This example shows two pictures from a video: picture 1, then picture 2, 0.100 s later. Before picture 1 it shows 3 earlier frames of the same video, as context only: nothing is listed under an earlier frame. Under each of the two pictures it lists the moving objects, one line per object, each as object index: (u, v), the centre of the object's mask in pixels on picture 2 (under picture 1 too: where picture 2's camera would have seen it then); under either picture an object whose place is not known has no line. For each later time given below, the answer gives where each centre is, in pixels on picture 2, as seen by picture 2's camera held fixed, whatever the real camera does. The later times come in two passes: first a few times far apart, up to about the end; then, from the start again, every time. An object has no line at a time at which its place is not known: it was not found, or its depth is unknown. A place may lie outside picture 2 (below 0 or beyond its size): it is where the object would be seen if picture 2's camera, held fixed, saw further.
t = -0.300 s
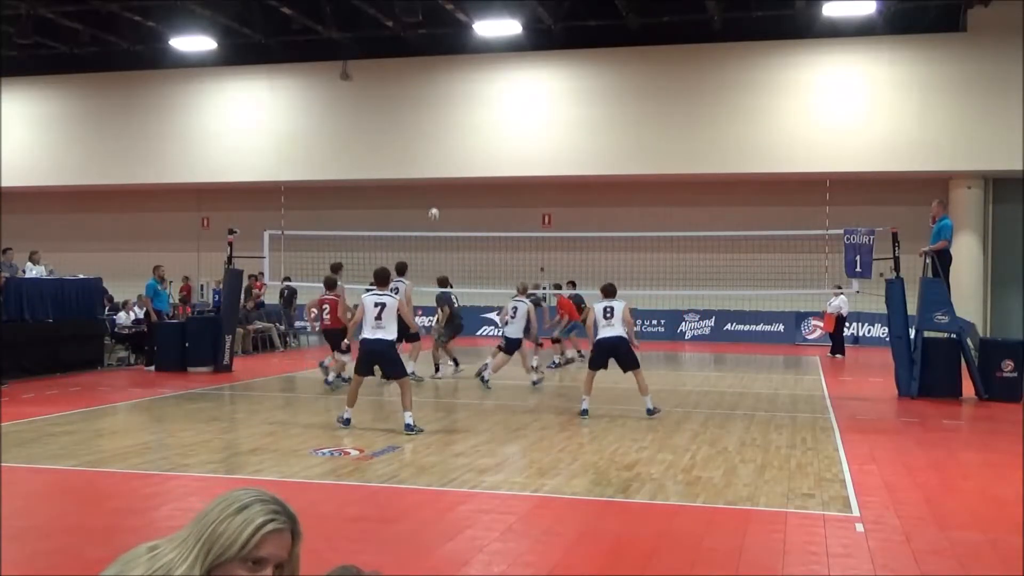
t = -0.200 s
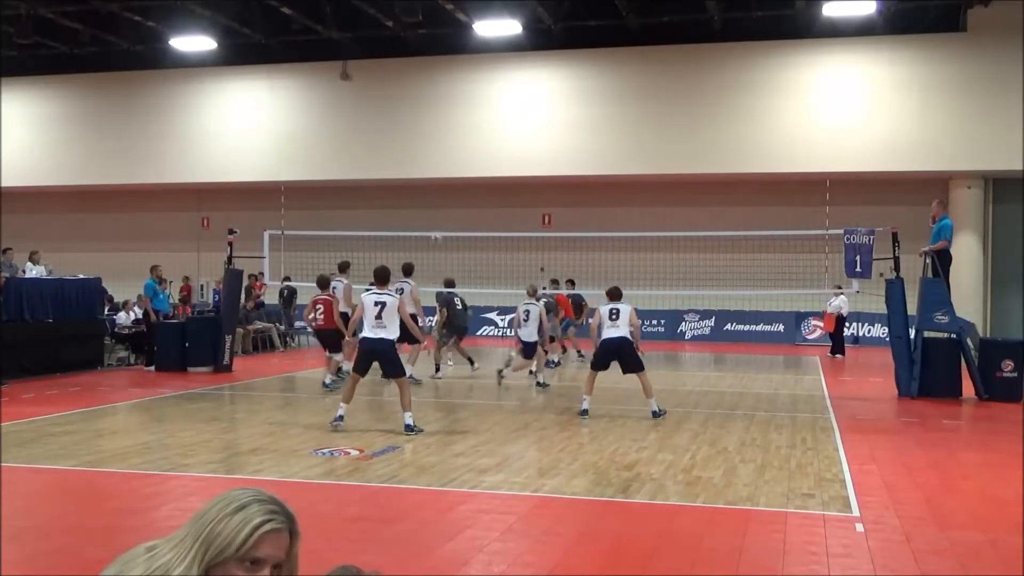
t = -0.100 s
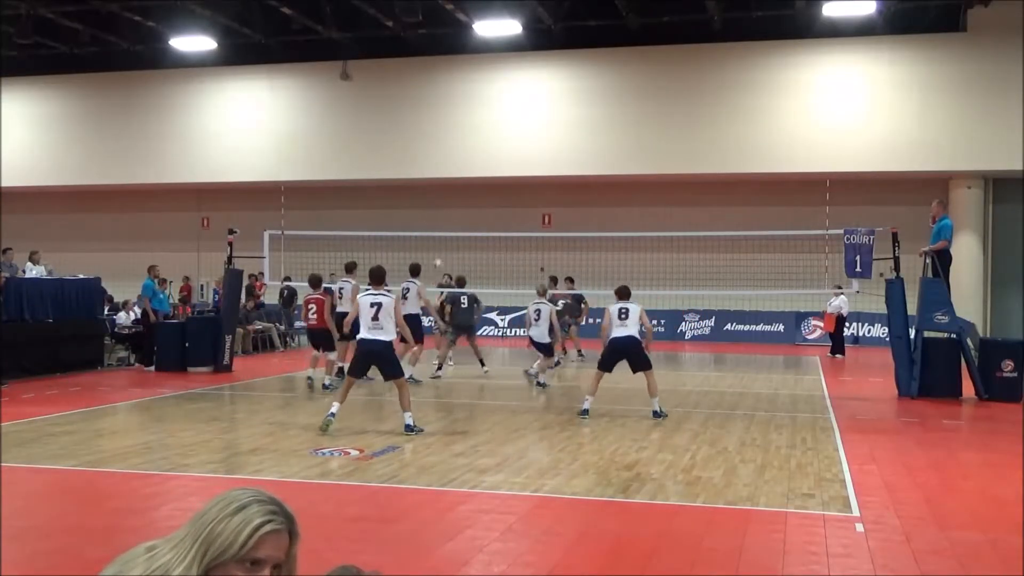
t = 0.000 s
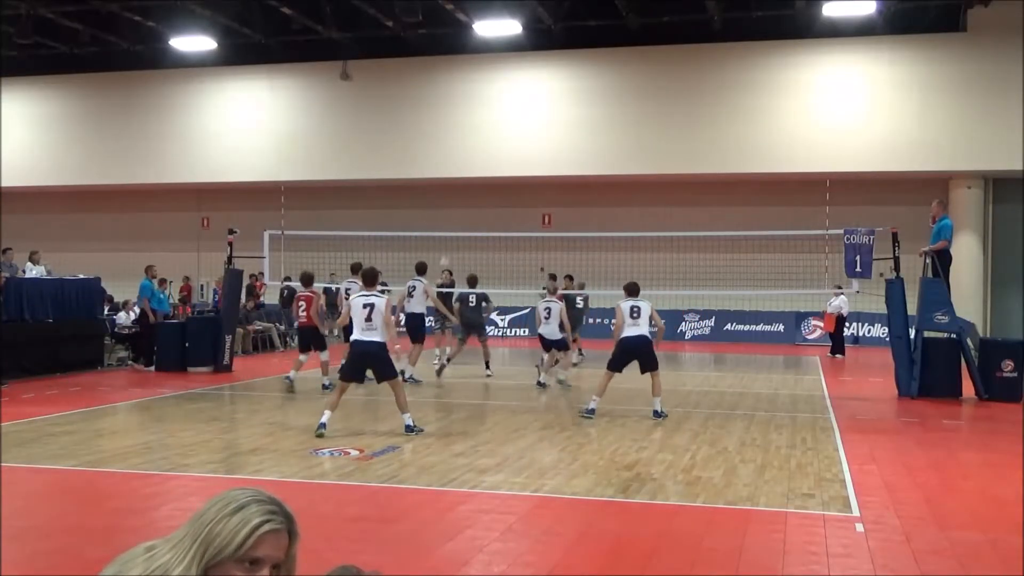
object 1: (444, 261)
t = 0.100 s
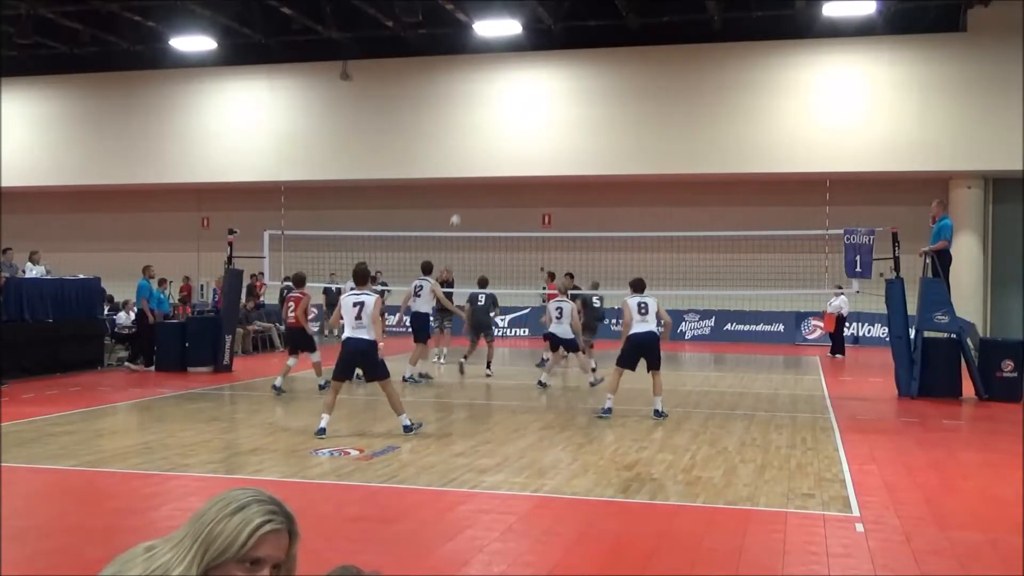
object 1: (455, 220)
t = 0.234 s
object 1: (470, 175)
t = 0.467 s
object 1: (494, 117)
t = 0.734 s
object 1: (521, 86)
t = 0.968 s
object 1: (543, 89)
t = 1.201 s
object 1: (565, 117)
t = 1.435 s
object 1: (584, 170)
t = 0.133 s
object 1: (459, 207)
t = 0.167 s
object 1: (462, 196)
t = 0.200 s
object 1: (466, 185)
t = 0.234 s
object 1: (470, 175)
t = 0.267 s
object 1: (473, 165)
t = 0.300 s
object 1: (477, 156)
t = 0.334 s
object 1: (480, 146)
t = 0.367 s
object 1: (483, 138)
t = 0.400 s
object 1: (487, 130)
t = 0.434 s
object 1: (490, 123)
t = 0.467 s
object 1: (494, 117)
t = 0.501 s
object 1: (497, 111)
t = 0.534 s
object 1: (501, 106)
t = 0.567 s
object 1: (504, 101)
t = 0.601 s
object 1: (508, 97)
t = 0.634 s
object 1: (511, 94)
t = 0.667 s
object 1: (514, 90)
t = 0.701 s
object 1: (518, 88)
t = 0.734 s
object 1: (521, 86)
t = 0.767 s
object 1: (524, 85)
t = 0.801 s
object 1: (527, 84)
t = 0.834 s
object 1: (531, 84)
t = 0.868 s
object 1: (534, 84)
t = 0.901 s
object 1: (537, 85)
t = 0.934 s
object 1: (540, 87)
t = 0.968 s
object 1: (543, 89)
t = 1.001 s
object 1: (547, 91)
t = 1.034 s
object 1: (550, 94)
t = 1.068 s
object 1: (553, 98)
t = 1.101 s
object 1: (556, 102)
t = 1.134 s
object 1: (559, 106)
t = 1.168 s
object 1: (562, 111)
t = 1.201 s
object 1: (565, 117)
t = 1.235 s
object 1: (568, 123)
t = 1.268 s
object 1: (571, 130)
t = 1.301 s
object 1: (573, 136)
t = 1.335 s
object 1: (576, 144)
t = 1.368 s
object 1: (579, 152)
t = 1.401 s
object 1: (581, 161)
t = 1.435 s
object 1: (584, 170)
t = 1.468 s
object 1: (587, 180)
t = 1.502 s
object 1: (589, 189)
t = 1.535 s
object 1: (592, 199)
